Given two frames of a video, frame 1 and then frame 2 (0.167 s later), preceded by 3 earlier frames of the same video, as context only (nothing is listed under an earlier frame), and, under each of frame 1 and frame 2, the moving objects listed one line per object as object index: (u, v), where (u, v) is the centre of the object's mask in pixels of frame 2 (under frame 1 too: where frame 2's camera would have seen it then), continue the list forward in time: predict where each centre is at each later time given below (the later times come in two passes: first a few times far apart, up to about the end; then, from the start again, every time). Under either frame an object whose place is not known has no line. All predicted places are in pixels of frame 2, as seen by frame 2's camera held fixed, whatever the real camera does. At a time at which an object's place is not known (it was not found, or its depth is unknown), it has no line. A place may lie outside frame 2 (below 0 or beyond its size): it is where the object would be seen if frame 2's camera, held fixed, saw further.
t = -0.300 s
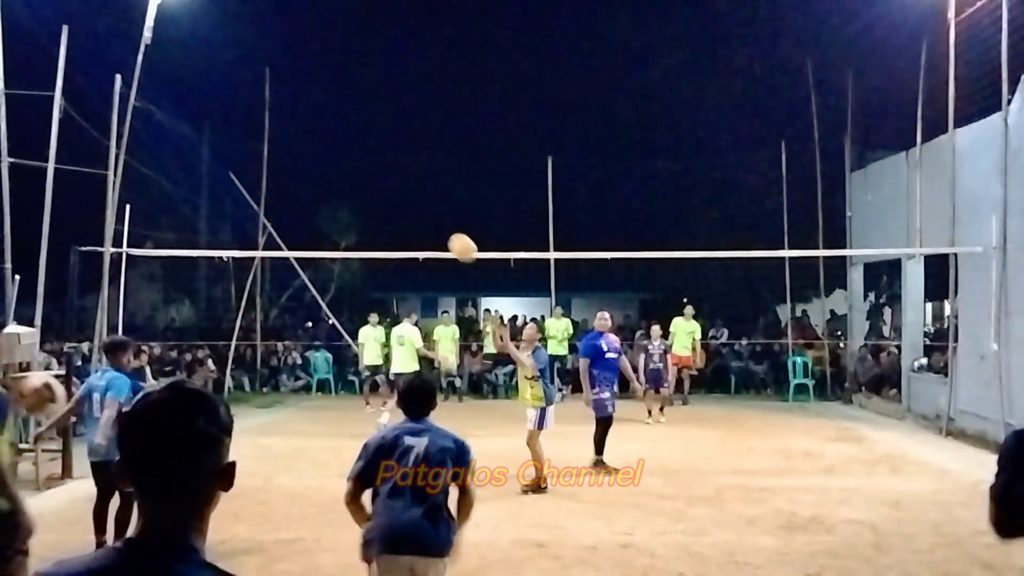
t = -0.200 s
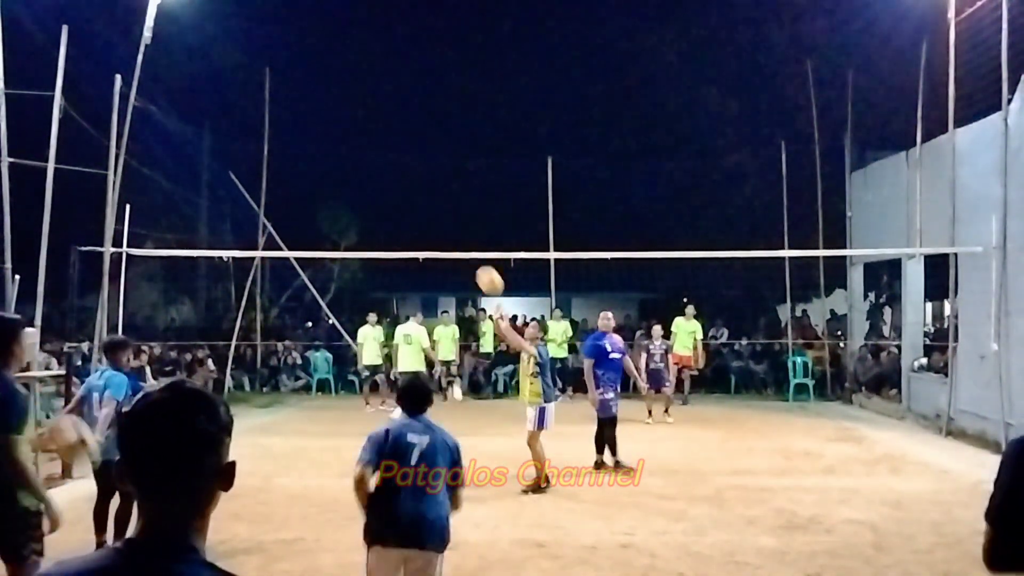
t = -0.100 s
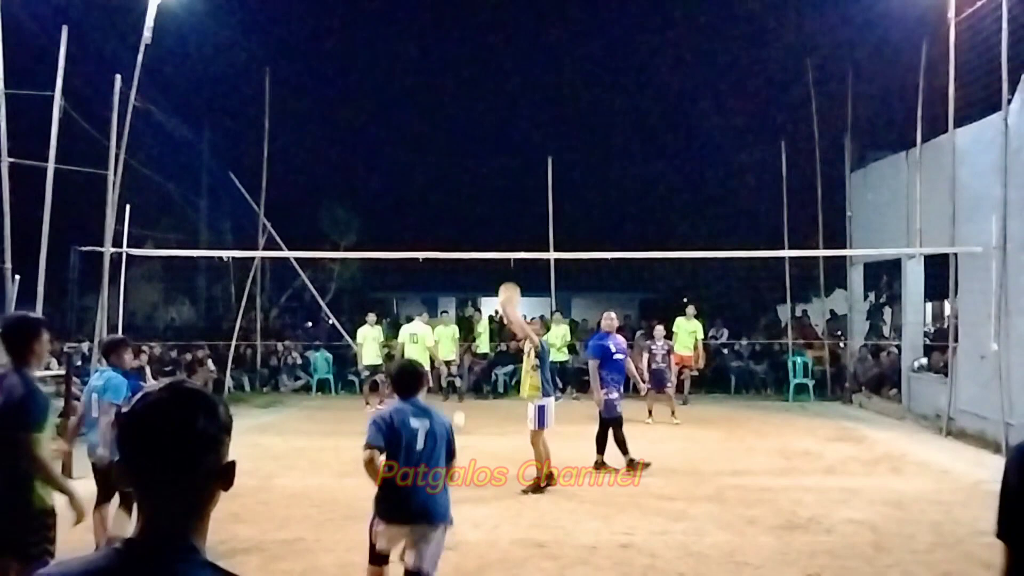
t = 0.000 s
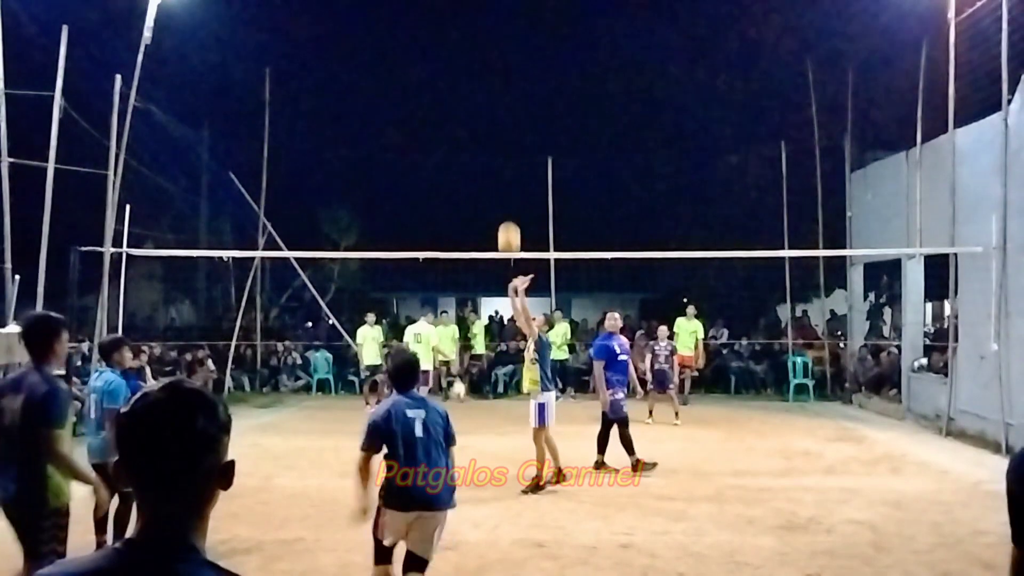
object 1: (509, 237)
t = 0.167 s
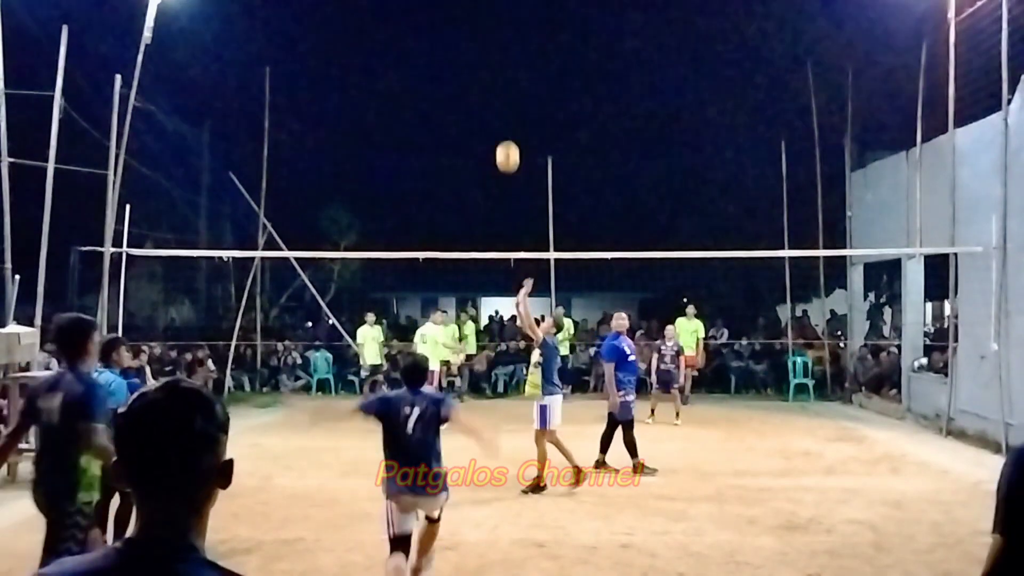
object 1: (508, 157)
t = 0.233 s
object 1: (507, 132)
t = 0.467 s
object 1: (504, 78)
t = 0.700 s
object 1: (501, 80)
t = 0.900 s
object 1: (498, 128)
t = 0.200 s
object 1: (507, 144)
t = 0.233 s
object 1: (507, 132)
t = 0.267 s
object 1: (506, 121)
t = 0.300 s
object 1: (506, 111)
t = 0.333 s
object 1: (505, 102)
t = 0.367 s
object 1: (505, 94)
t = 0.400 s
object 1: (505, 88)
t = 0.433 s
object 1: (504, 83)
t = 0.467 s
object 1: (504, 78)
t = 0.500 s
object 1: (503, 75)
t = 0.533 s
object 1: (503, 73)
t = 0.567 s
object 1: (502, 72)
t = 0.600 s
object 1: (502, 73)
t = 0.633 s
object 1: (502, 74)
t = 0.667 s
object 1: (501, 77)
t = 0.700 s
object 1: (501, 80)
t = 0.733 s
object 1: (500, 85)
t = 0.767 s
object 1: (500, 92)
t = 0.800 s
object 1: (499, 99)
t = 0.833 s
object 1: (499, 108)
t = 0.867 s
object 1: (499, 118)
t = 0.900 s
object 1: (498, 128)
